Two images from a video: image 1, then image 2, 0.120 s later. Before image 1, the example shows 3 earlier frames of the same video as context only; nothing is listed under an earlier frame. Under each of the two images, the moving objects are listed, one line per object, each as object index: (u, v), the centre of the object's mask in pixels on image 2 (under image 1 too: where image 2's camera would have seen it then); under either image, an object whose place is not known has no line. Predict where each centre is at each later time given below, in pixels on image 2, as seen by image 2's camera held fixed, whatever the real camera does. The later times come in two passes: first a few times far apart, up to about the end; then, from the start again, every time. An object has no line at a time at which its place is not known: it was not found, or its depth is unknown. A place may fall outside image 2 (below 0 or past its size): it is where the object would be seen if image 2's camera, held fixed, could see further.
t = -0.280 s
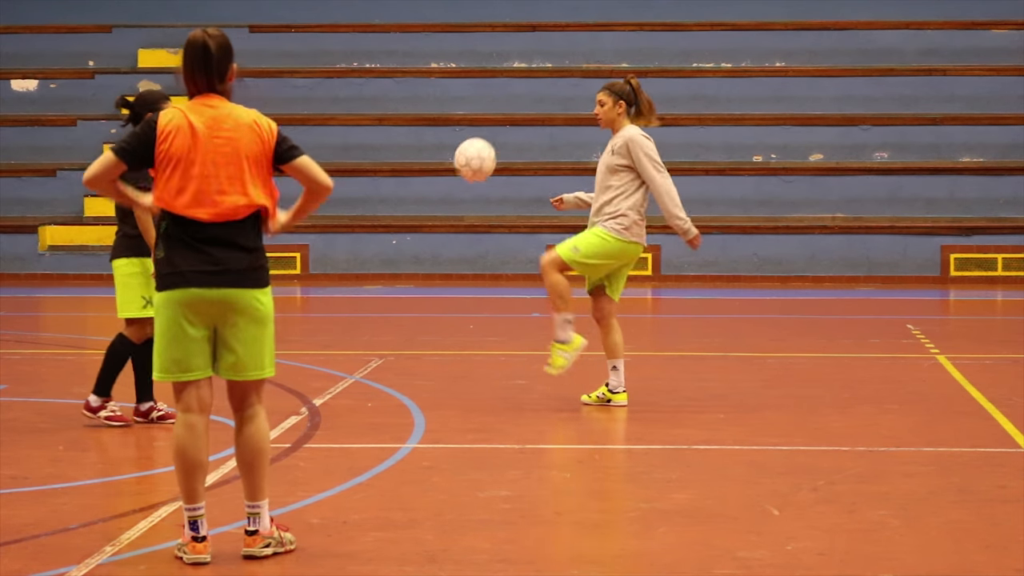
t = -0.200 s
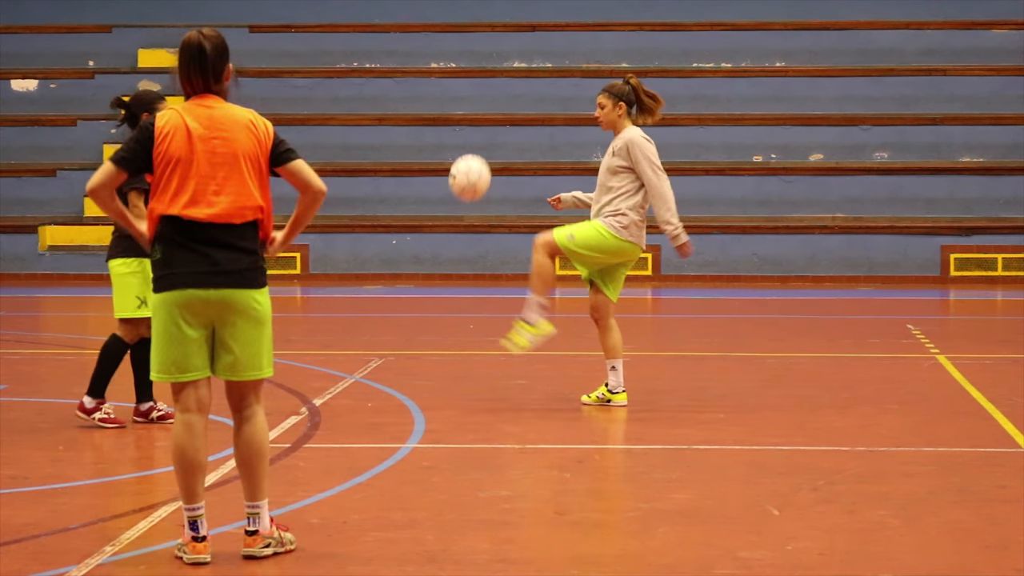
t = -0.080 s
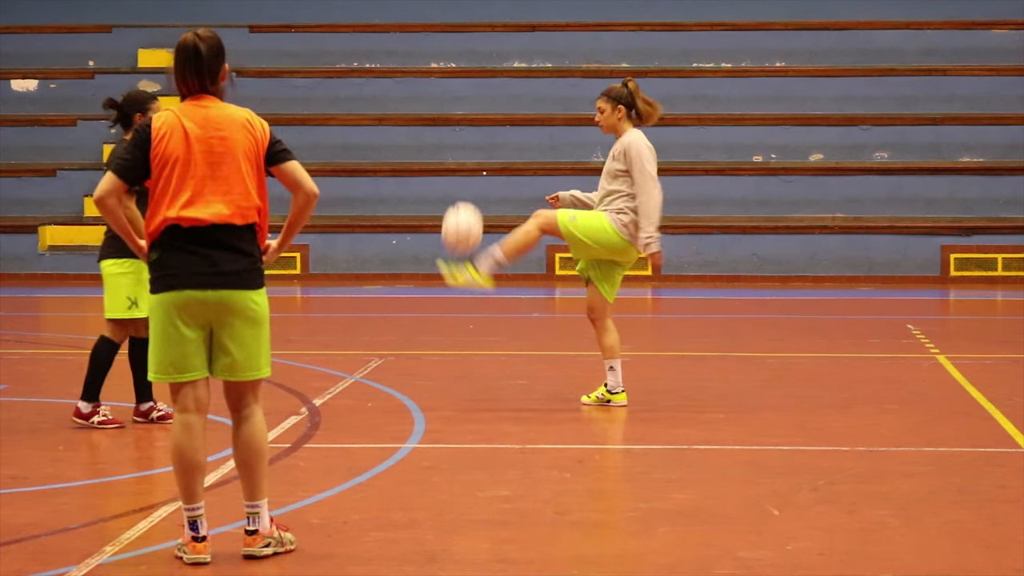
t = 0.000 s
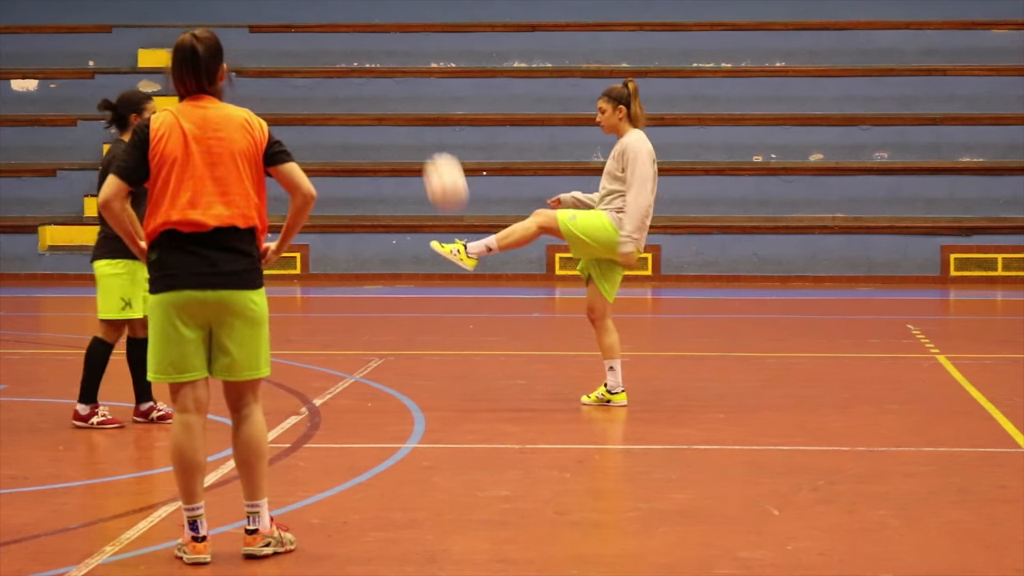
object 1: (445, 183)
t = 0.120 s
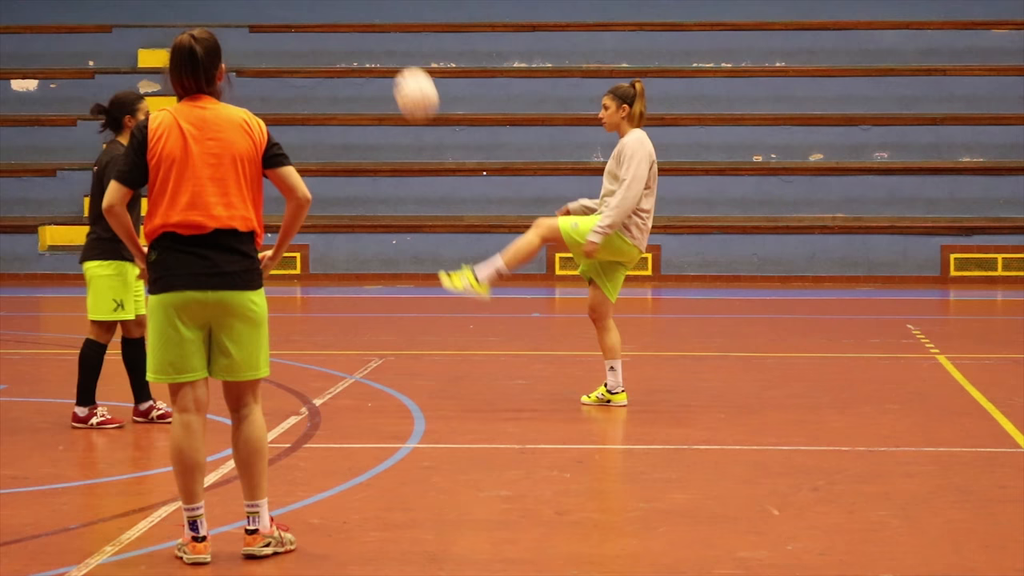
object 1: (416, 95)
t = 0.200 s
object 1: (396, 50)
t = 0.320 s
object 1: (367, 13)
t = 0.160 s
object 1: (406, 70)
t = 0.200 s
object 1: (396, 50)
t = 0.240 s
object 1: (386, 32)
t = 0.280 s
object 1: (376, 19)
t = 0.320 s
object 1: (367, 13)
